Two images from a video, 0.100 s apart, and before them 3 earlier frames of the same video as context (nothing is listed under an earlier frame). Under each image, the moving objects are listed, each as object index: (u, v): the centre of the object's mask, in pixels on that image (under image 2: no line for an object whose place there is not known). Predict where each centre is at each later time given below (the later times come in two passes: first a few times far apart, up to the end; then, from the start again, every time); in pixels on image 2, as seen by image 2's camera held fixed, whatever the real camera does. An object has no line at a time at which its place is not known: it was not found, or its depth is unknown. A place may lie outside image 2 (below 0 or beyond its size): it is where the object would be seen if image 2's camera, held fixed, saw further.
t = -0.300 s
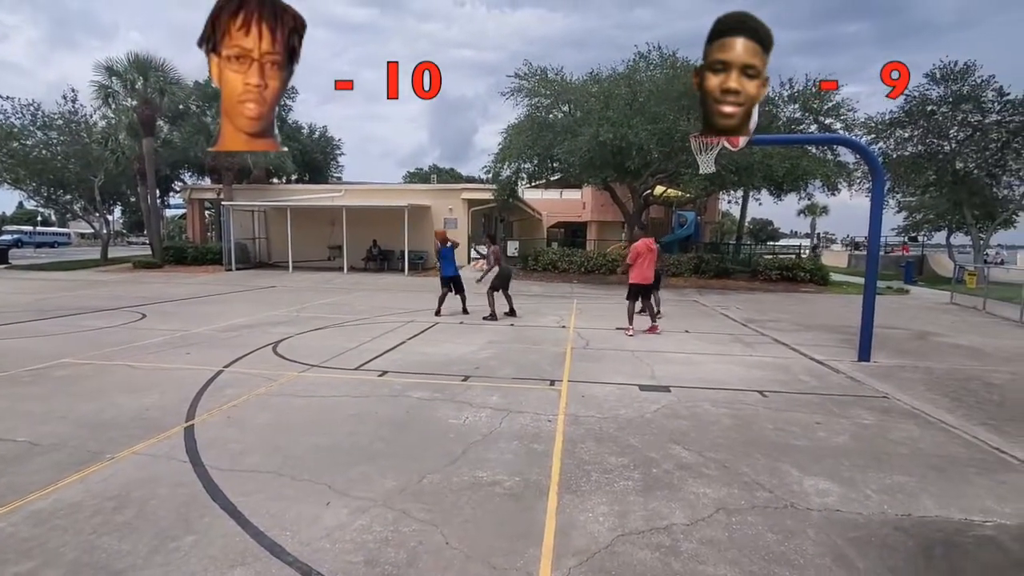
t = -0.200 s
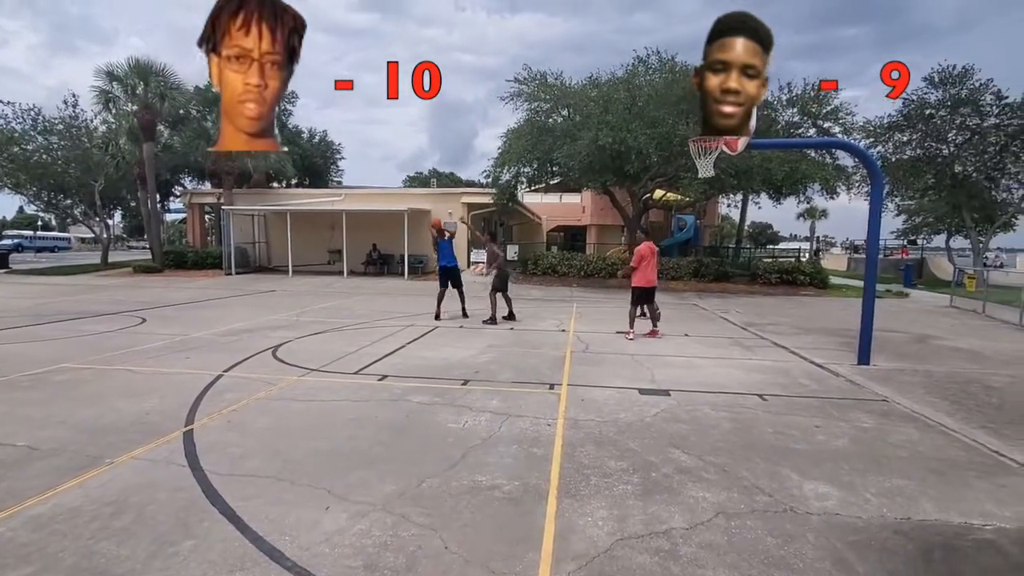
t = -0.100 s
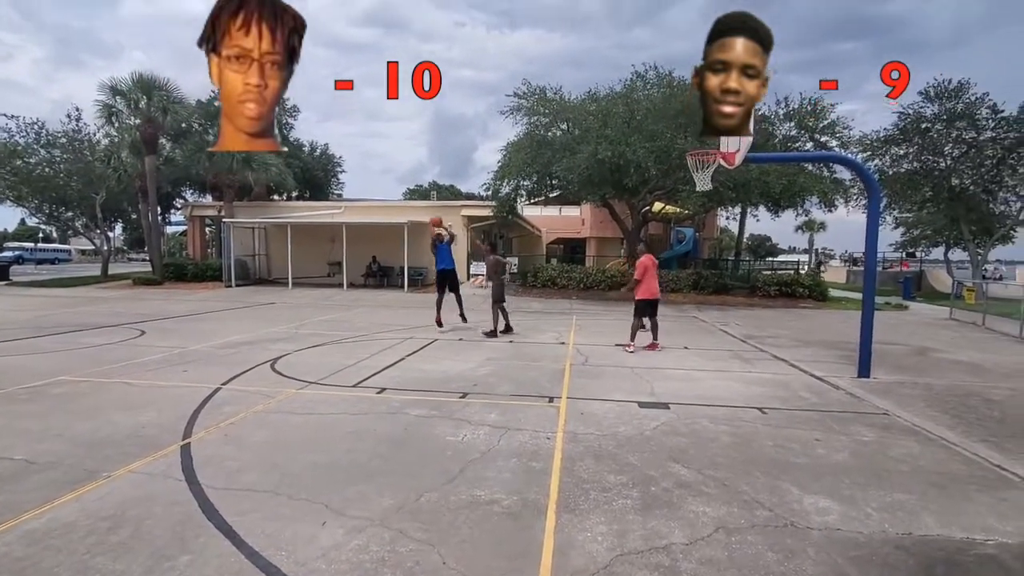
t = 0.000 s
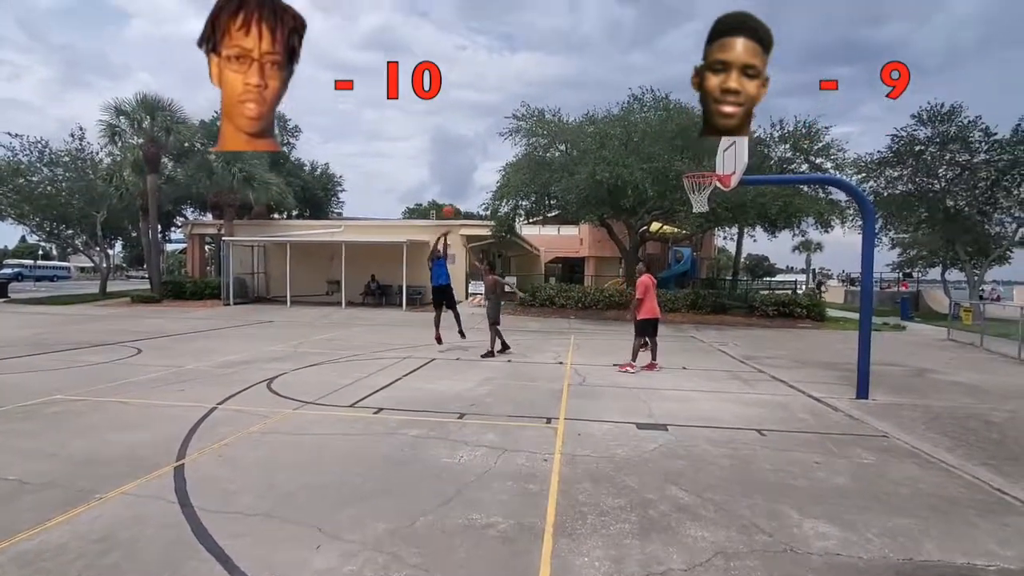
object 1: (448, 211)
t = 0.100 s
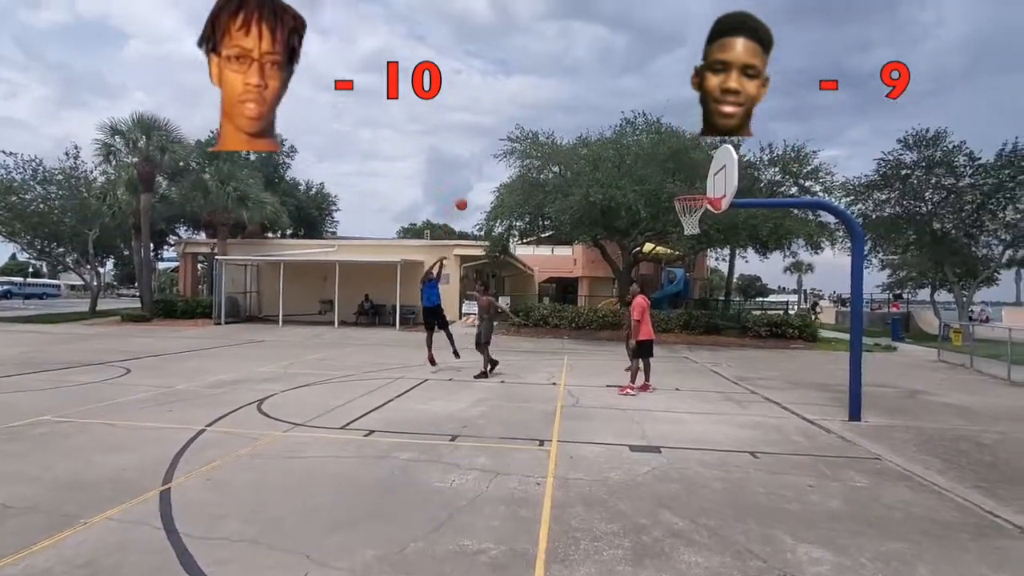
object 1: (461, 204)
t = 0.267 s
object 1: (494, 167)
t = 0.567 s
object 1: (560, 132)
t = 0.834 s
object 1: (628, 145)
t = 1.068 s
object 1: (693, 190)
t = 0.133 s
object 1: (468, 196)
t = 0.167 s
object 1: (473, 188)
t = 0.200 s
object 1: (480, 181)
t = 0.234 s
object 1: (487, 174)
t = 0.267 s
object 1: (494, 167)
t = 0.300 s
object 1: (500, 161)
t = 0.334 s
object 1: (507, 155)
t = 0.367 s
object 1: (514, 152)
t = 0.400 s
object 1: (523, 147)
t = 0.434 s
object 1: (530, 142)
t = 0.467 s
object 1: (537, 137)
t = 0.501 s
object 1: (543, 136)
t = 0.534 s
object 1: (551, 135)
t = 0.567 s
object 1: (560, 132)
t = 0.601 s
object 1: (568, 131)
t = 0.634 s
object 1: (576, 131)
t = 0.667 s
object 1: (584, 131)
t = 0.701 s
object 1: (592, 132)
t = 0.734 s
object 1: (600, 134)
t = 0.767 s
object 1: (609, 136)
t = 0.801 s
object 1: (617, 139)
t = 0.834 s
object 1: (628, 145)
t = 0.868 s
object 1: (635, 147)
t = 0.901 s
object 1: (646, 152)
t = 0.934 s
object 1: (655, 157)
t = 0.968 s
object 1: (664, 165)
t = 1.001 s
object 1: (674, 172)
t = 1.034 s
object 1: (683, 180)
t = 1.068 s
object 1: (693, 190)
